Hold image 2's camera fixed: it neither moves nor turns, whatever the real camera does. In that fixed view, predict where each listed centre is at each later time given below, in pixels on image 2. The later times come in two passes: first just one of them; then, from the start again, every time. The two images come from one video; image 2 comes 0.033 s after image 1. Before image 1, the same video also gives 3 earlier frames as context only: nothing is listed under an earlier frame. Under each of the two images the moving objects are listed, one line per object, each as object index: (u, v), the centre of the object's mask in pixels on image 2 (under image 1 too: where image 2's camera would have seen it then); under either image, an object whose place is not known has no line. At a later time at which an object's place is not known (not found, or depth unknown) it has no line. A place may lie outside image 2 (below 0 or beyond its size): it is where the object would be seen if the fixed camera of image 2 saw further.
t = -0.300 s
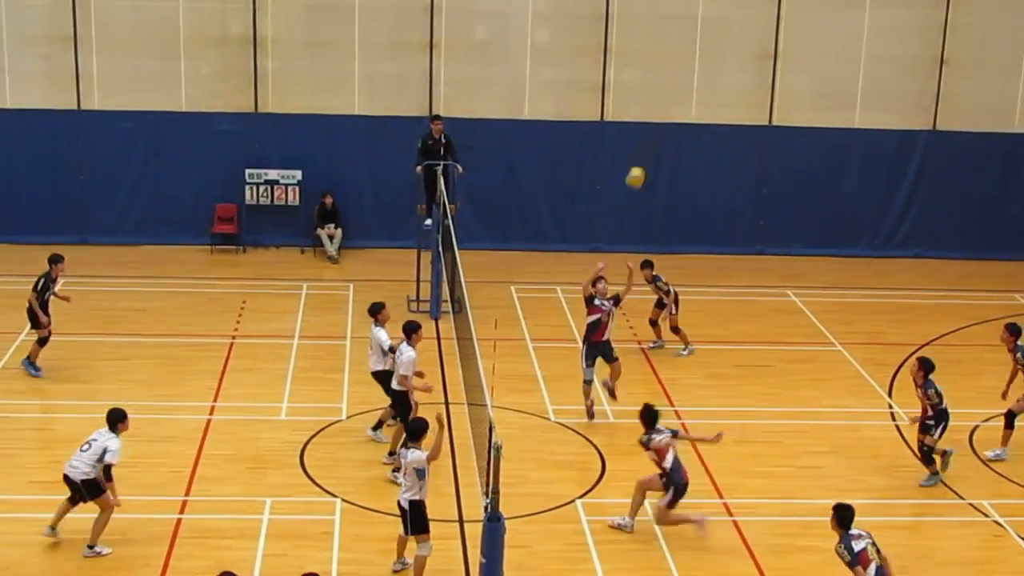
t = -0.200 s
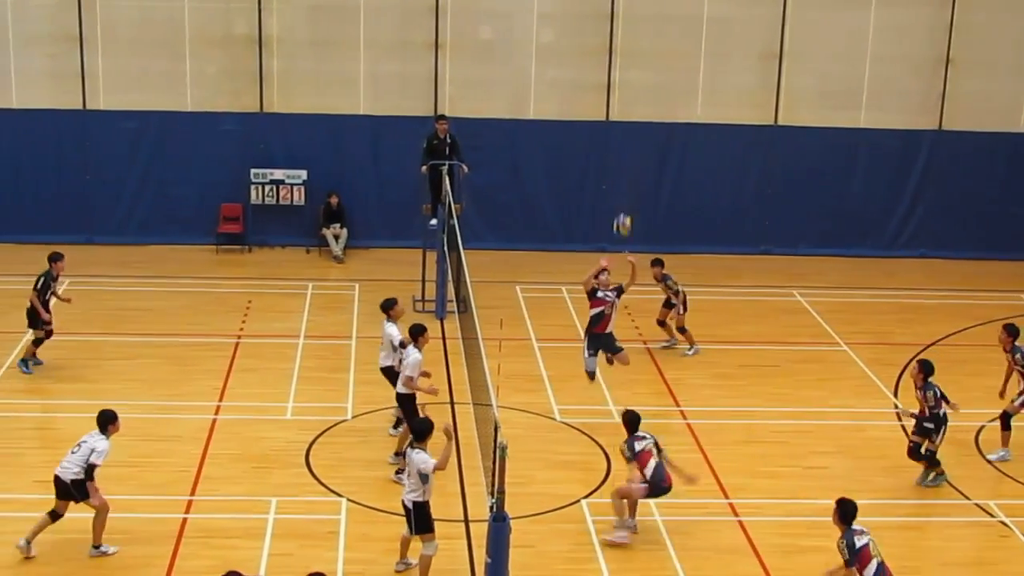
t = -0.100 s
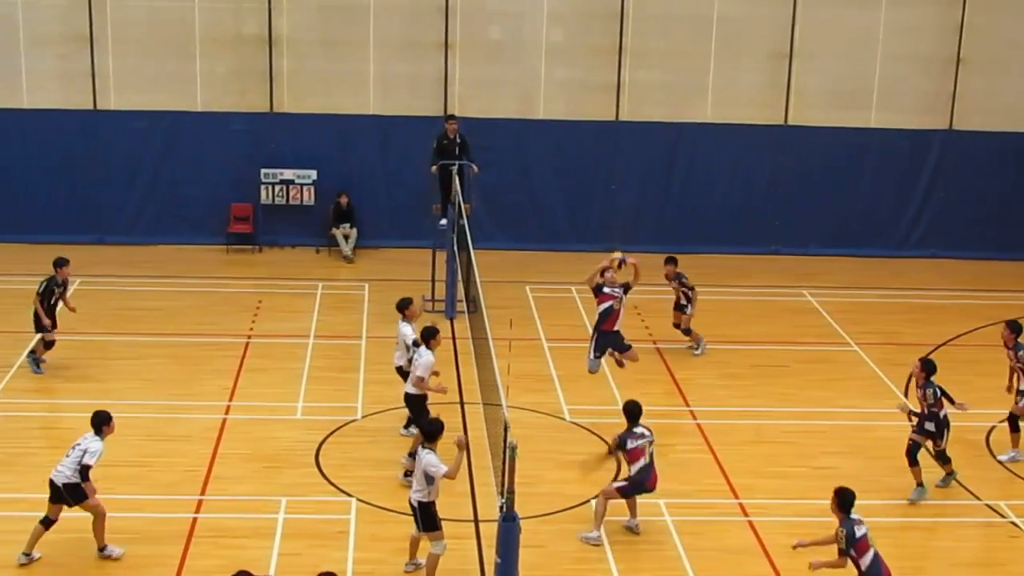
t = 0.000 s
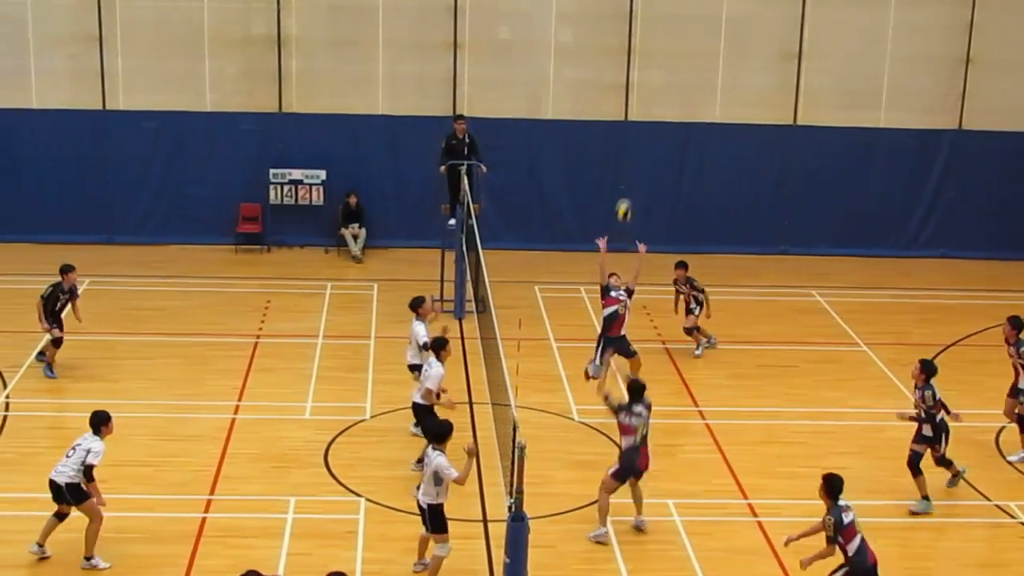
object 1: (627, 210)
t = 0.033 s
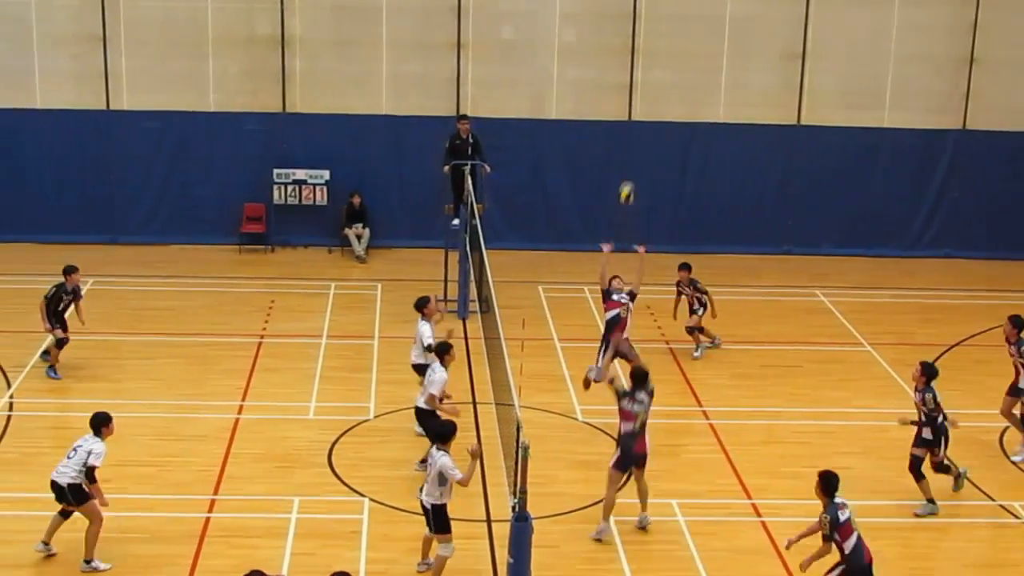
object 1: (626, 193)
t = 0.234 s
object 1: (625, 110)
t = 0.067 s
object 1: (626, 176)
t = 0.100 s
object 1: (625, 161)
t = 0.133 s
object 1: (625, 147)
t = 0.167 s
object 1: (624, 133)
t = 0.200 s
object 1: (623, 122)
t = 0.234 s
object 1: (625, 110)
